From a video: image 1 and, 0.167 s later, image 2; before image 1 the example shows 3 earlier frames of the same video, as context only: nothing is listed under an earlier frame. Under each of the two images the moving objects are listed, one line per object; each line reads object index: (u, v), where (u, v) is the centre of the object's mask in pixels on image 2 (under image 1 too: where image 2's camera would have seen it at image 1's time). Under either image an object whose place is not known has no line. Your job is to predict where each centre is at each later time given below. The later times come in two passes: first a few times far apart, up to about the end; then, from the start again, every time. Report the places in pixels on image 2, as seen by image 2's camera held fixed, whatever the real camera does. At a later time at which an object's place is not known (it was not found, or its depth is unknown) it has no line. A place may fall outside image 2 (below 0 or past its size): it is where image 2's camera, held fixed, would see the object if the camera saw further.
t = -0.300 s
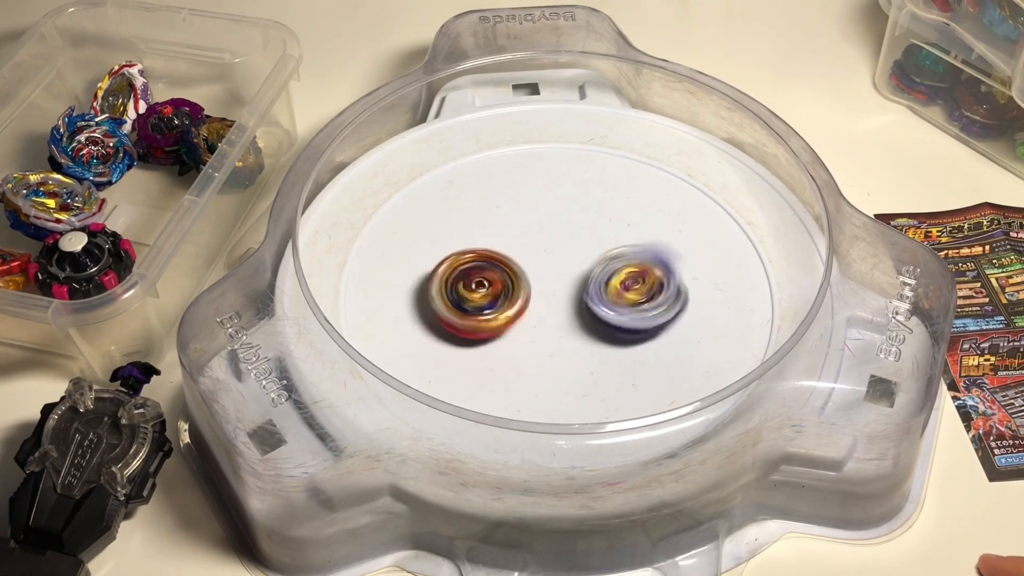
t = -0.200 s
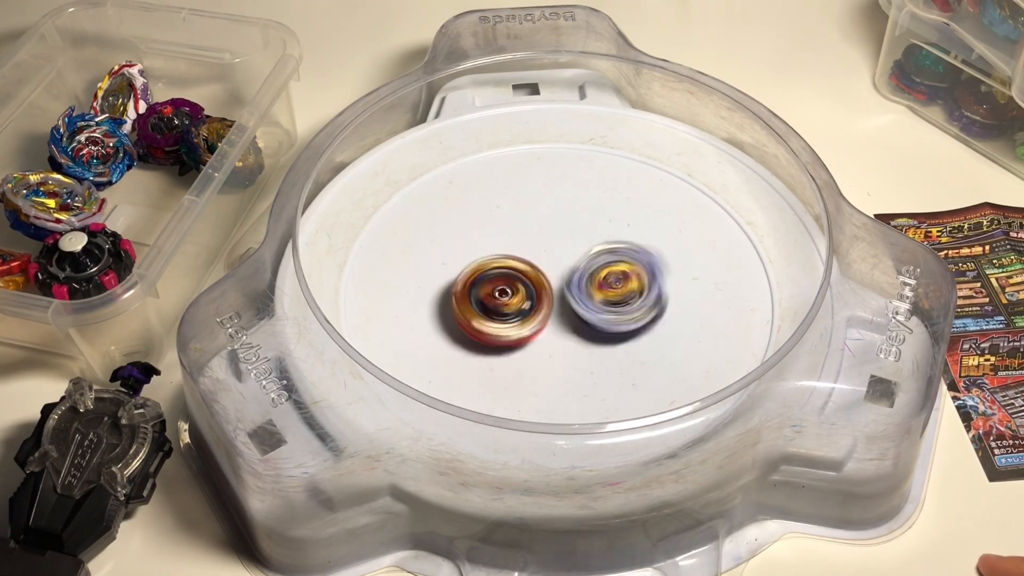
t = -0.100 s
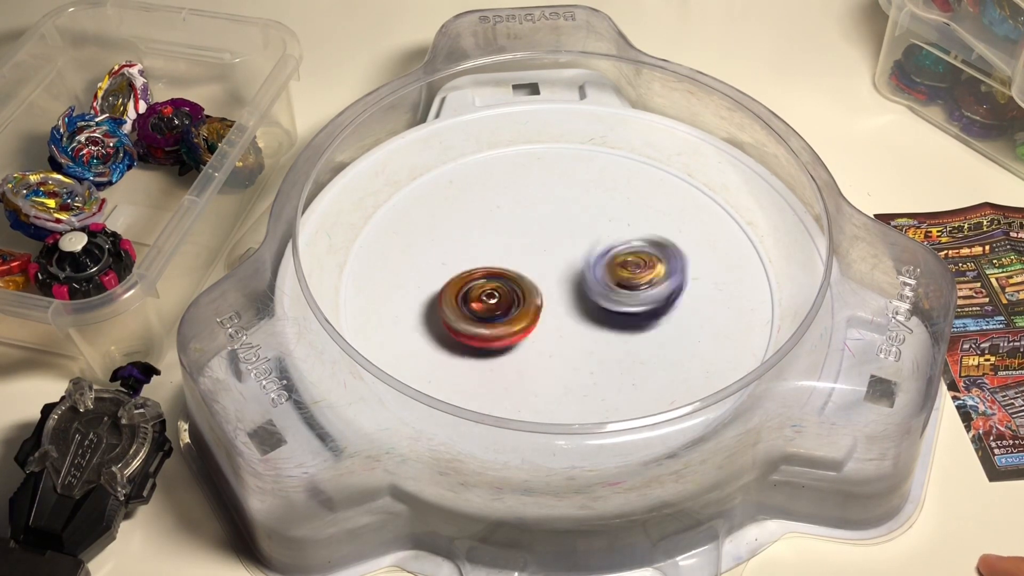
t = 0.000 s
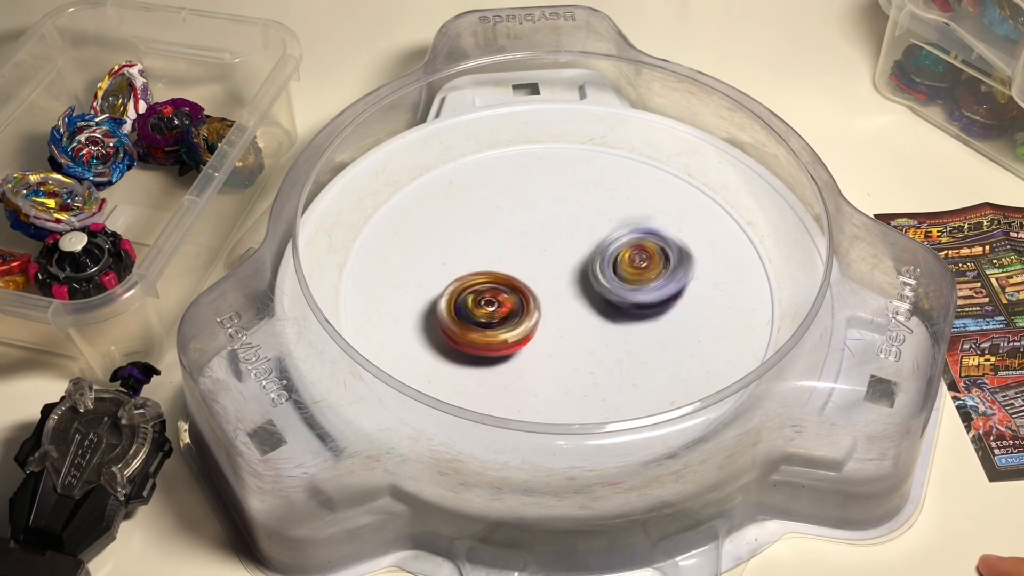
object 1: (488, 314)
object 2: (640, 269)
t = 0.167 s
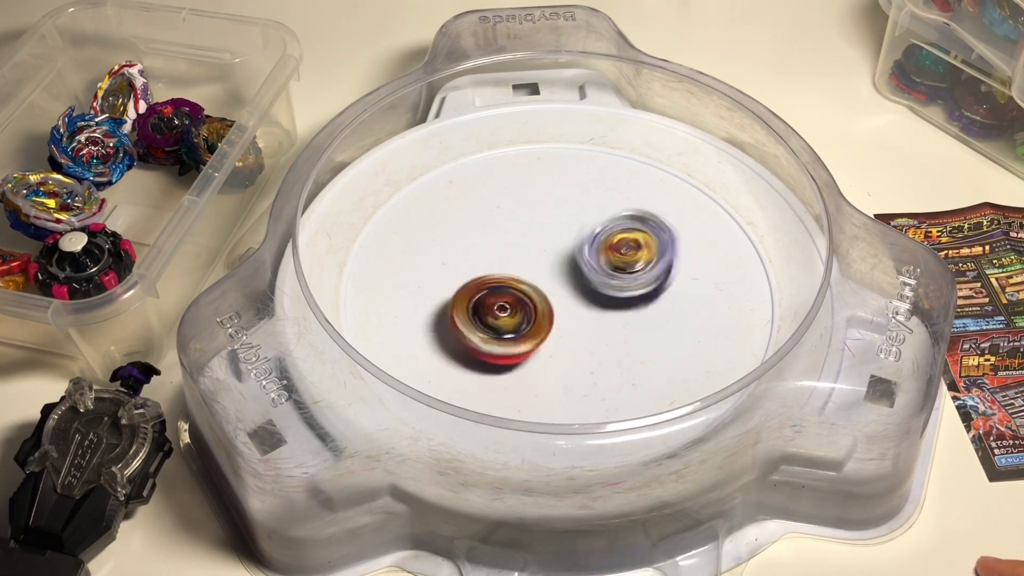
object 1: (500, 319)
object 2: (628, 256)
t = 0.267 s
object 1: (516, 316)
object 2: (611, 254)
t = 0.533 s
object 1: (529, 326)
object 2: (584, 253)
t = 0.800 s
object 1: (531, 337)
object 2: (550, 254)
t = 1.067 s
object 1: (539, 346)
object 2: (531, 252)
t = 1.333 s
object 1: (564, 335)
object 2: (549, 248)
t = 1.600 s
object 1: (601, 335)
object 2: (565, 251)
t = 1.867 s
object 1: (624, 335)
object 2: (551, 266)
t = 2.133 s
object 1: (627, 321)
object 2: (532, 274)
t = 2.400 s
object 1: (623, 298)
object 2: (518, 275)
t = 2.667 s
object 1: (635, 278)
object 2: (518, 271)
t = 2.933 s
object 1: (651, 269)
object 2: (516, 278)
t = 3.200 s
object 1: (633, 270)
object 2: (530, 286)
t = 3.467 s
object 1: (637, 256)
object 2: (540, 300)
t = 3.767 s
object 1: (625, 243)
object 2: (539, 302)
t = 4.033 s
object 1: (601, 237)
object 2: (532, 296)
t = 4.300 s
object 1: (602, 232)
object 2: (525, 300)
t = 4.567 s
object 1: (586, 236)
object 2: (524, 311)
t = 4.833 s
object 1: (576, 230)
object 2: (520, 321)
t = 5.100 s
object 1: (564, 231)
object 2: (510, 305)
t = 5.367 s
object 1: (562, 246)
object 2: (504, 306)
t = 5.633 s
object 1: (598, 257)
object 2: (502, 323)
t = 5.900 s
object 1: (596, 277)
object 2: (506, 321)
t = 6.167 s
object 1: (604, 274)
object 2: (503, 326)
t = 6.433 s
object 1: (585, 276)
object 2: (509, 325)
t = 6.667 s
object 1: (580, 272)
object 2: (510, 325)
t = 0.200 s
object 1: (504, 318)
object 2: (622, 256)
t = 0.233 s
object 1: (509, 318)
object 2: (616, 257)
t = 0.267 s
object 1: (516, 316)
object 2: (611, 254)
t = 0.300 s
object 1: (521, 315)
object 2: (605, 257)
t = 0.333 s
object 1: (529, 313)
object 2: (602, 256)
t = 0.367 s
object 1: (529, 314)
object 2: (603, 255)
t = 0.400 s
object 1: (527, 318)
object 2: (602, 253)
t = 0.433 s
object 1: (528, 318)
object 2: (599, 251)
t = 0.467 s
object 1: (531, 320)
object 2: (592, 253)
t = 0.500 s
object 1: (532, 321)
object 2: (587, 256)
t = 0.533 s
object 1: (529, 326)
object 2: (584, 253)
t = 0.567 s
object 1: (529, 329)
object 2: (579, 252)
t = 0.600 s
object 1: (529, 332)
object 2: (577, 252)
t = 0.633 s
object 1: (529, 333)
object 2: (574, 252)
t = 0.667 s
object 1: (529, 333)
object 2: (568, 253)
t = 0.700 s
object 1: (530, 334)
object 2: (563, 254)
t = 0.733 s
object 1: (530, 334)
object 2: (557, 255)
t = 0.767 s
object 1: (532, 334)
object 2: (553, 256)
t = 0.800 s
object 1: (531, 337)
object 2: (550, 254)
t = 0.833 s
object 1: (532, 340)
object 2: (549, 253)
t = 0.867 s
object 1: (531, 342)
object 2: (546, 254)
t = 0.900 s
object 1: (532, 342)
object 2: (542, 255)
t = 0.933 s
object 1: (534, 342)
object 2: (537, 257)
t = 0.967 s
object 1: (534, 342)
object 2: (534, 256)
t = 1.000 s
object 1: (536, 341)
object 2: (530, 258)
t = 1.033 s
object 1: (538, 341)
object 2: (532, 257)
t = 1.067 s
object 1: (539, 346)
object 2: (531, 252)
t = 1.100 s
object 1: (541, 346)
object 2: (532, 250)
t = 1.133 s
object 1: (545, 346)
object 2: (531, 247)
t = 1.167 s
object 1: (548, 346)
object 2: (532, 246)
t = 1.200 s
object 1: (552, 345)
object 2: (535, 245)
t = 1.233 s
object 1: (554, 344)
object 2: (540, 243)
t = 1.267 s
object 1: (558, 342)
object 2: (545, 244)
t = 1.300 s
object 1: (560, 339)
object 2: (547, 246)
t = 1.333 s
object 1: (564, 335)
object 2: (549, 248)
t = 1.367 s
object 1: (567, 331)
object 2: (553, 249)
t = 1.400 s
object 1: (572, 333)
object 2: (553, 250)
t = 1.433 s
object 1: (577, 334)
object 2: (557, 246)
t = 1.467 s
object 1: (583, 336)
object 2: (555, 246)
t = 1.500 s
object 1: (588, 338)
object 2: (556, 247)
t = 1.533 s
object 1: (593, 337)
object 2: (558, 247)
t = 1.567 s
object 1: (598, 337)
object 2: (563, 248)
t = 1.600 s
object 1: (601, 335)
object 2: (565, 251)
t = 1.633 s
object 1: (605, 334)
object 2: (562, 253)
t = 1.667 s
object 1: (606, 333)
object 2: (562, 257)
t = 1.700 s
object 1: (610, 333)
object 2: (565, 258)
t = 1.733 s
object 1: (613, 335)
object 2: (562, 259)
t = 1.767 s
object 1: (618, 336)
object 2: (557, 261)
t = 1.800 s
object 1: (620, 336)
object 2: (556, 261)
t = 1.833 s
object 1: (622, 336)
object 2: (556, 262)
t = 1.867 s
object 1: (624, 335)
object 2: (551, 266)
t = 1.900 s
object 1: (625, 333)
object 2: (549, 267)
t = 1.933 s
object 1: (625, 332)
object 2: (549, 267)
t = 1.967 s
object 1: (624, 329)
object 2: (547, 269)
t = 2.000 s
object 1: (626, 328)
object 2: (542, 270)
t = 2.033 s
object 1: (626, 327)
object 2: (538, 270)
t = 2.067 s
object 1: (627, 325)
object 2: (538, 271)
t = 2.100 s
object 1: (628, 323)
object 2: (534, 272)
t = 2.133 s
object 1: (627, 321)
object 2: (532, 274)
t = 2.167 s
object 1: (627, 318)
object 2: (533, 275)
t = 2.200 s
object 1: (626, 315)
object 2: (531, 277)
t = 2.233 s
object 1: (626, 312)
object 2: (525, 279)
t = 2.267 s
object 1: (624, 309)
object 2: (525, 278)
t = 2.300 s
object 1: (626, 307)
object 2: (522, 277)
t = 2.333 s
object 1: (626, 305)
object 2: (517, 277)
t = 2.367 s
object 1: (623, 302)
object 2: (519, 275)
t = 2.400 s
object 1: (623, 298)
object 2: (518, 275)
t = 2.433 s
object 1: (621, 296)
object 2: (515, 274)
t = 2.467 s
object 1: (620, 292)
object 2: (516, 272)
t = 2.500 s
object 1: (626, 291)
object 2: (515, 269)
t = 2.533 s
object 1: (628, 288)
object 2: (512, 270)
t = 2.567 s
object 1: (632, 285)
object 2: (512, 269)
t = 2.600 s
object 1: (633, 283)
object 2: (515, 269)
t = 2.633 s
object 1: (635, 280)
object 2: (516, 270)
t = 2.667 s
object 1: (635, 278)
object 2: (518, 271)
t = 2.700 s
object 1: (635, 275)
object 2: (524, 272)
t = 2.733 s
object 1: (635, 274)
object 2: (527, 274)
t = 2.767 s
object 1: (633, 272)
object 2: (528, 275)
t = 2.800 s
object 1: (643, 273)
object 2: (524, 275)
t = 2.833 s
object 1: (647, 273)
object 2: (520, 277)
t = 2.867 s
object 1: (648, 270)
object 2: (518, 277)
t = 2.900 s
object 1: (650, 269)
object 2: (519, 277)
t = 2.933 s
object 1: (651, 269)
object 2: (516, 278)
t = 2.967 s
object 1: (651, 269)
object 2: (515, 279)
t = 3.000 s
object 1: (651, 269)
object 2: (517, 279)
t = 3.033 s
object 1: (649, 270)
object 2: (518, 281)
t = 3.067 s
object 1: (646, 271)
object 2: (519, 281)
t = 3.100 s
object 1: (642, 271)
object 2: (522, 282)
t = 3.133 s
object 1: (636, 272)
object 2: (525, 283)
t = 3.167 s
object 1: (631, 272)
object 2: (527, 284)
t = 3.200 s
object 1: (633, 270)
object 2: (530, 286)
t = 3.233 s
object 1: (635, 267)
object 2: (530, 289)
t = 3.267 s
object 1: (639, 265)
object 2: (525, 293)
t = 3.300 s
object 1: (639, 263)
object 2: (528, 295)
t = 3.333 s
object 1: (639, 259)
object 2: (528, 295)
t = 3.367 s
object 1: (641, 257)
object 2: (528, 295)
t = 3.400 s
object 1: (640, 257)
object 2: (529, 297)
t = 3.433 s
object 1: (639, 256)
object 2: (531, 300)
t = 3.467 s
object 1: (637, 256)
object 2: (540, 300)
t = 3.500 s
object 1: (634, 256)
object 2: (540, 301)
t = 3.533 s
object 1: (631, 256)
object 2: (543, 298)
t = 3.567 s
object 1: (631, 255)
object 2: (544, 299)
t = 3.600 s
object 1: (632, 253)
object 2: (538, 302)
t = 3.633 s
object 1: (631, 252)
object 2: (542, 301)
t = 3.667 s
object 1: (626, 251)
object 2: (542, 301)
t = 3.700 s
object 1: (626, 246)
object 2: (542, 299)
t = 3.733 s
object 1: (627, 244)
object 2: (537, 303)
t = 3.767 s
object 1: (625, 243)
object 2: (539, 302)
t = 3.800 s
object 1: (620, 240)
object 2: (542, 300)
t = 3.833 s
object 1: (618, 239)
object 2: (539, 298)
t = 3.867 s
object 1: (617, 239)
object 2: (539, 297)
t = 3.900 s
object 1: (612, 239)
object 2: (533, 298)
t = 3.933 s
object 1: (609, 238)
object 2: (536, 296)
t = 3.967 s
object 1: (607, 238)
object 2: (534, 297)
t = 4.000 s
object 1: (602, 238)
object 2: (537, 295)
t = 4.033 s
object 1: (601, 237)
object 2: (532, 296)
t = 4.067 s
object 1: (607, 235)
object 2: (521, 297)
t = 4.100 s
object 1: (607, 234)
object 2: (521, 303)
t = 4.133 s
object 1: (606, 231)
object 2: (522, 304)
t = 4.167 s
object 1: (605, 228)
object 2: (523, 304)
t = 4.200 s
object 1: (606, 227)
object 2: (525, 304)
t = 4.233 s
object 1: (607, 227)
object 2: (524, 301)
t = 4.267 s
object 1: (606, 230)
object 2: (527, 299)
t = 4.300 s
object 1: (602, 232)
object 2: (525, 300)
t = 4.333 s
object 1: (598, 233)
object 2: (529, 299)
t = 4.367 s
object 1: (595, 235)
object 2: (527, 299)
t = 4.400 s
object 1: (593, 235)
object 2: (529, 296)
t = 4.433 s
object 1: (595, 235)
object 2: (525, 300)
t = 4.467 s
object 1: (596, 237)
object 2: (530, 302)
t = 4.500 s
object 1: (591, 239)
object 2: (529, 301)
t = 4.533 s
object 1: (589, 237)
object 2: (526, 305)
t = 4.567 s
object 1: (586, 236)
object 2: (524, 311)
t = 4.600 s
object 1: (587, 235)
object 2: (528, 314)
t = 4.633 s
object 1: (586, 237)
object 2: (528, 316)
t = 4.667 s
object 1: (584, 239)
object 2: (528, 313)
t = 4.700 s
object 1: (577, 241)
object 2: (527, 313)
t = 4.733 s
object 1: (572, 242)
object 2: (529, 313)
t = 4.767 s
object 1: (571, 235)
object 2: (524, 320)
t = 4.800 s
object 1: (574, 232)
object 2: (522, 324)
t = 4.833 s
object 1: (576, 230)
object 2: (520, 321)
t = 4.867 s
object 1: (575, 232)
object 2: (520, 322)
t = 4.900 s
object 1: (571, 232)
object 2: (520, 320)
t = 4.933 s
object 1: (565, 230)
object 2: (519, 319)
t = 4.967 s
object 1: (562, 227)
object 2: (518, 313)
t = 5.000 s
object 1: (562, 227)
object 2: (515, 309)
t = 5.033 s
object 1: (564, 227)
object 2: (516, 307)
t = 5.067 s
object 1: (566, 230)
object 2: (514, 304)
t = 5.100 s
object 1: (564, 231)
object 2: (510, 305)
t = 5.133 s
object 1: (562, 233)
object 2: (507, 303)
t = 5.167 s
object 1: (560, 236)
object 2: (502, 302)
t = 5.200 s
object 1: (562, 235)
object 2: (499, 303)
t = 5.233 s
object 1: (563, 237)
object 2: (496, 304)
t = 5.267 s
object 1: (562, 240)
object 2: (499, 304)
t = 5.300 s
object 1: (560, 243)
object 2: (501, 304)
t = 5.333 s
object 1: (560, 244)
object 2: (500, 303)
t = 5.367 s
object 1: (562, 246)
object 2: (504, 306)
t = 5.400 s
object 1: (567, 244)
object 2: (503, 314)
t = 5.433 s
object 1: (577, 243)
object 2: (497, 315)
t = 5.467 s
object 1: (588, 247)
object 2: (499, 324)
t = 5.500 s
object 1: (593, 251)
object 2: (501, 326)
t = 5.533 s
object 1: (596, 253)
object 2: (504, 325)
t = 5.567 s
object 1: (597, 255)
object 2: (506, 323)
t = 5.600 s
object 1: (597, 256)
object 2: (502, 326)
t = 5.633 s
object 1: (598, 257)
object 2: (502, 323)
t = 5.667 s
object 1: (598, 258)
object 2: (504, 318)
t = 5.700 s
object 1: (598, 259)
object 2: (505, 319)
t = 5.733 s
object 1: (599, 262)
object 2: (505, 320)
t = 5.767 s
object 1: (597, 267)
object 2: (507, 320)
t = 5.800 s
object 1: (596, 269)
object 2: (508, 317)
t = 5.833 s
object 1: (595, 274)
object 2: (507, 315)
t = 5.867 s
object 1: (595, 278)
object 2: (509, 316)
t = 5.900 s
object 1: (596, 277)
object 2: (506, 321)
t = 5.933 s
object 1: (600, 277)
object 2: (503, 322)
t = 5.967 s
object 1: (602, 277)
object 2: (499, 326)
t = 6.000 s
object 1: (601, 275)
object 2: (499, 325)
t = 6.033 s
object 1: (602, 274)
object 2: (500, 325)
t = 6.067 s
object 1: (603, 274)
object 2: (501, 325)
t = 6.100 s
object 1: (604, 274)
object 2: (502, 326)
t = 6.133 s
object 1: (604, 274)
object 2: (502, 325)
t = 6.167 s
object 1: (604, 274)
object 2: (503, 326)
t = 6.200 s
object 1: (603, 274)
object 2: (508, 320)
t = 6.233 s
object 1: (603, 275)
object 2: (510, 325)
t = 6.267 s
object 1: (602, 276)
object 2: (511, 326)
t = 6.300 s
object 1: (600, 277)
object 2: (511, 325)
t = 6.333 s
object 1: (597, 278)
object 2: (510, 326)
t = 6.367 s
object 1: (593, 278)
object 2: (509, 326)
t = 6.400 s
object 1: (589, 277)
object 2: (509, 325)
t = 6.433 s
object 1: (585, 276)
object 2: (509, 325)
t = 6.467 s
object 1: (582, 275)
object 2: (511, 326)
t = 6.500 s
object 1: (580, 273)
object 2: (511, 325)
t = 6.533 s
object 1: (580, 272)
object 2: (511, 325)
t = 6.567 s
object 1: (580, 272)
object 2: (510, 325)
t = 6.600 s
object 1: (580, 272)
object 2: (510, 325)
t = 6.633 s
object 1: (580, 272)
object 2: (510, 325)
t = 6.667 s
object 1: (580, 272)
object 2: (510, 325)
